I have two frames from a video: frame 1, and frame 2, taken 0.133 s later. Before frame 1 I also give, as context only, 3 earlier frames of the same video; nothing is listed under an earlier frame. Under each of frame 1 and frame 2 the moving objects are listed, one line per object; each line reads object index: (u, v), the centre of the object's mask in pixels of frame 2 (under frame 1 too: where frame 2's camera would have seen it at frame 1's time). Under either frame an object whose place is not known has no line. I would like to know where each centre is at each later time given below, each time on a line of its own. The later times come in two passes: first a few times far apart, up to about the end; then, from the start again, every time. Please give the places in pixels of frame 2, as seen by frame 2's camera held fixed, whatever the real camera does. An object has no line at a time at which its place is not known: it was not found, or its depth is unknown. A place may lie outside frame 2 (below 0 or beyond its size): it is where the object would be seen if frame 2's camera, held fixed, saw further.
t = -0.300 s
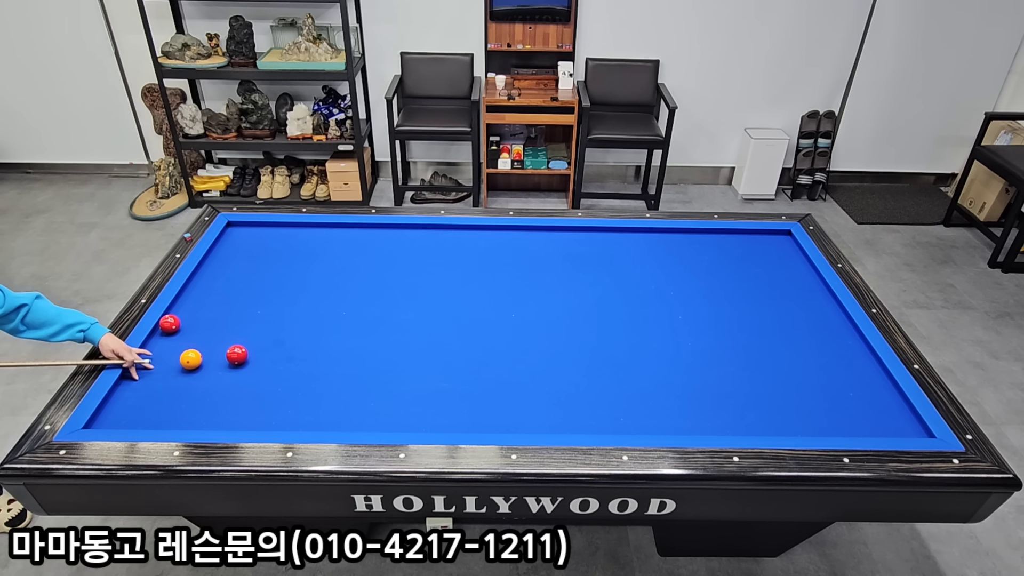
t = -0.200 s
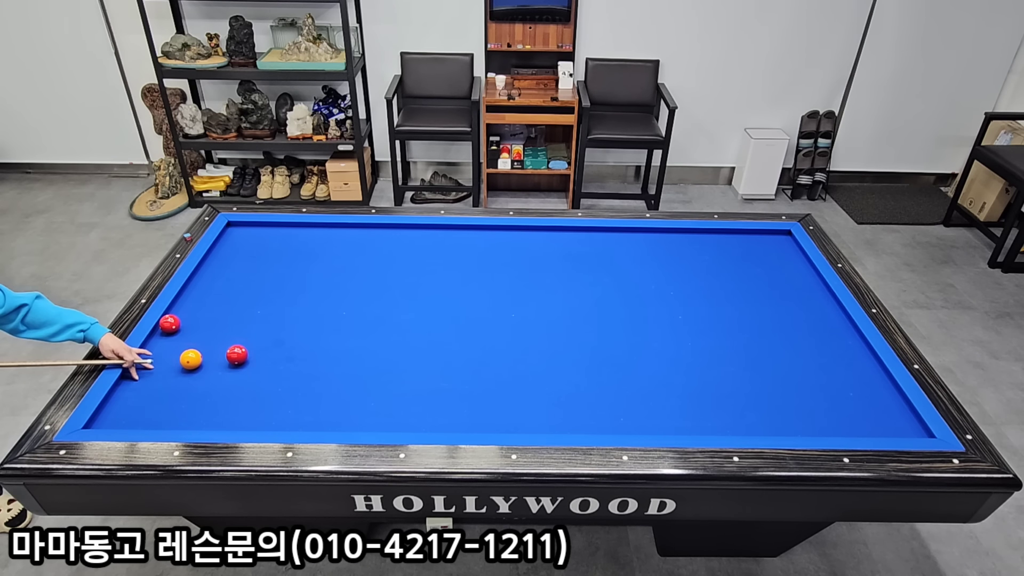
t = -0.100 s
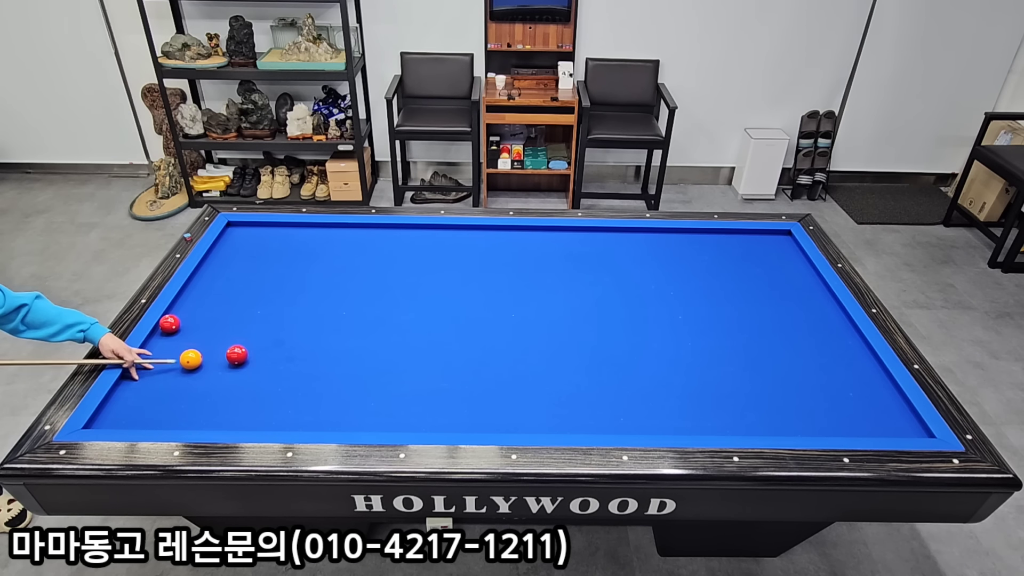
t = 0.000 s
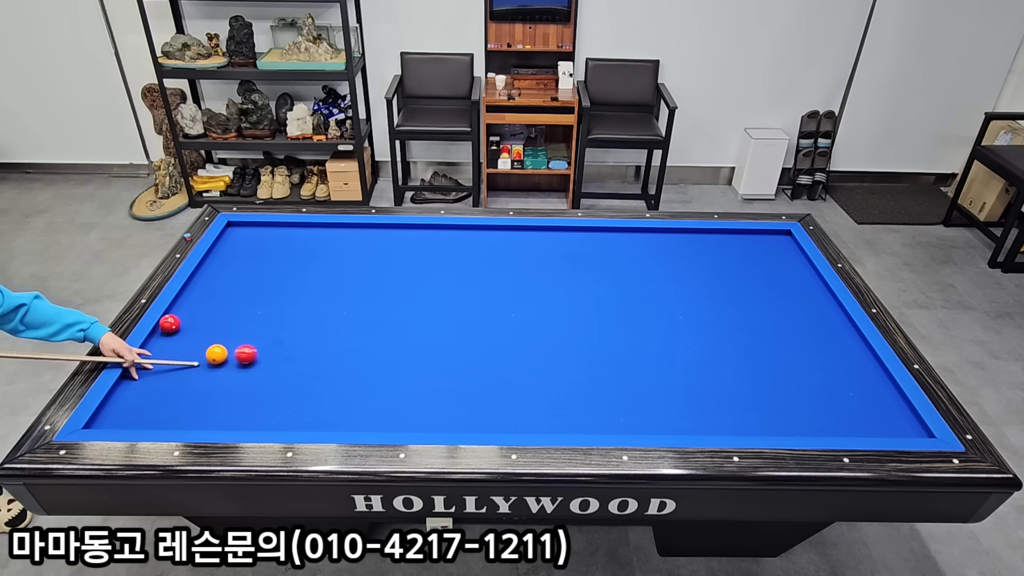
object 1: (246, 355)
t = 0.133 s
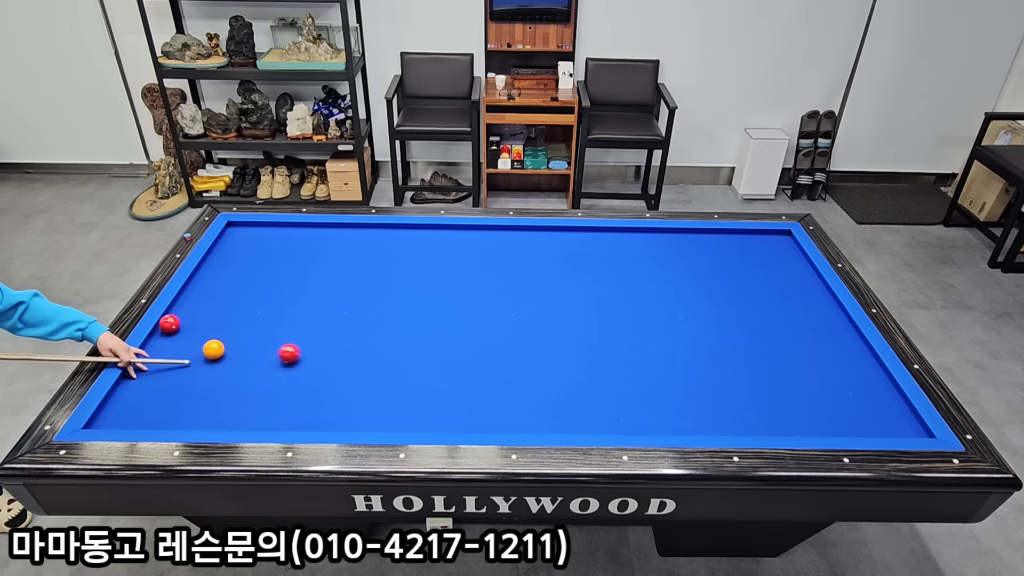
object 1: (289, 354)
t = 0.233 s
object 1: (317, 353)
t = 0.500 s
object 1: (387, 352)
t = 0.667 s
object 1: (430, 351)
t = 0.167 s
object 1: (299, 353)
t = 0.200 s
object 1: (307, 353)
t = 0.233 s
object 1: (317, 353)
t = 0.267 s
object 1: (325, 353)
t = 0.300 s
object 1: (334, 353)
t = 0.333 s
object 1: (343, 353)
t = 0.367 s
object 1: (352, 353)
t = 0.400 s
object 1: (361, 352)
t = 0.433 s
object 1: (370, 352)
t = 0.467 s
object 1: (378, 352)
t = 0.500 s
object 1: (387, 352)
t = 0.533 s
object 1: (396, 352)
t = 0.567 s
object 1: (404, 351)
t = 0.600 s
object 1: (413, 351)
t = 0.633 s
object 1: (422, 351)
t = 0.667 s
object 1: (430, 351)
